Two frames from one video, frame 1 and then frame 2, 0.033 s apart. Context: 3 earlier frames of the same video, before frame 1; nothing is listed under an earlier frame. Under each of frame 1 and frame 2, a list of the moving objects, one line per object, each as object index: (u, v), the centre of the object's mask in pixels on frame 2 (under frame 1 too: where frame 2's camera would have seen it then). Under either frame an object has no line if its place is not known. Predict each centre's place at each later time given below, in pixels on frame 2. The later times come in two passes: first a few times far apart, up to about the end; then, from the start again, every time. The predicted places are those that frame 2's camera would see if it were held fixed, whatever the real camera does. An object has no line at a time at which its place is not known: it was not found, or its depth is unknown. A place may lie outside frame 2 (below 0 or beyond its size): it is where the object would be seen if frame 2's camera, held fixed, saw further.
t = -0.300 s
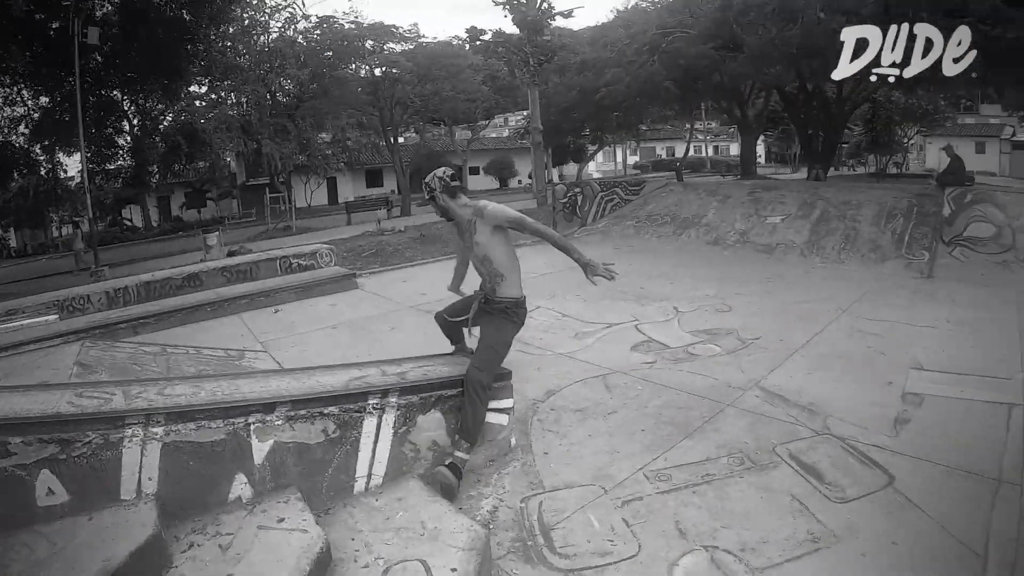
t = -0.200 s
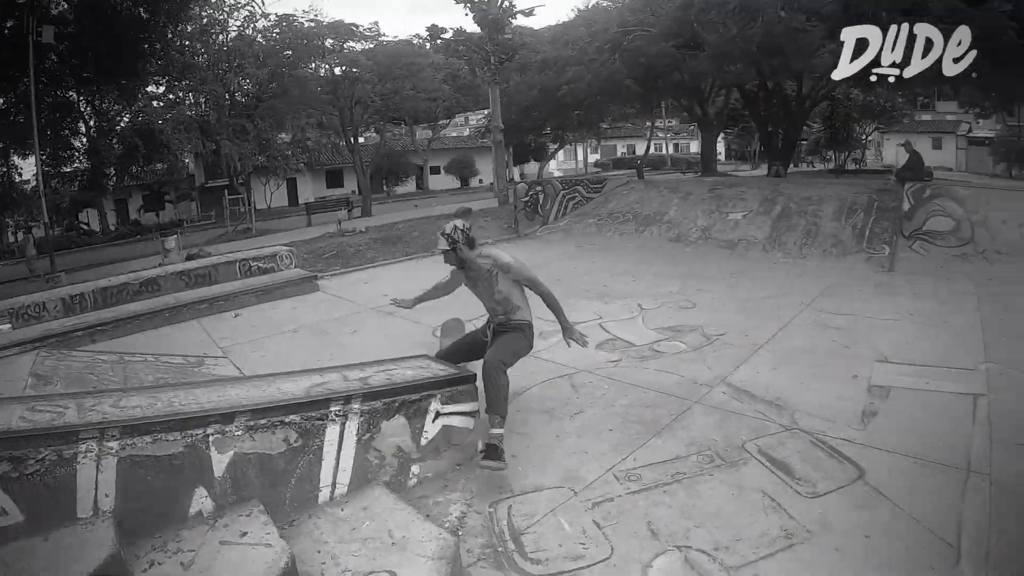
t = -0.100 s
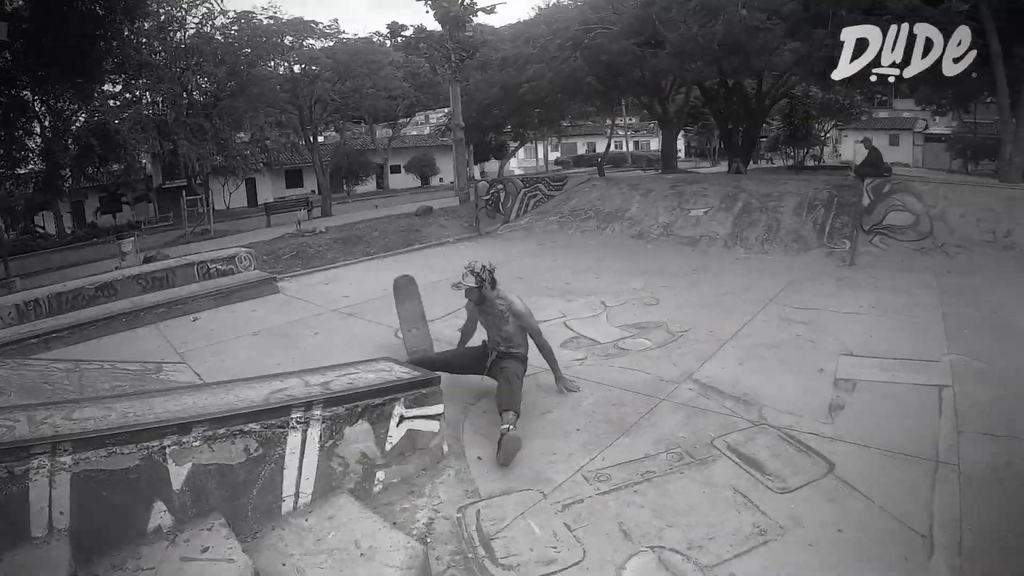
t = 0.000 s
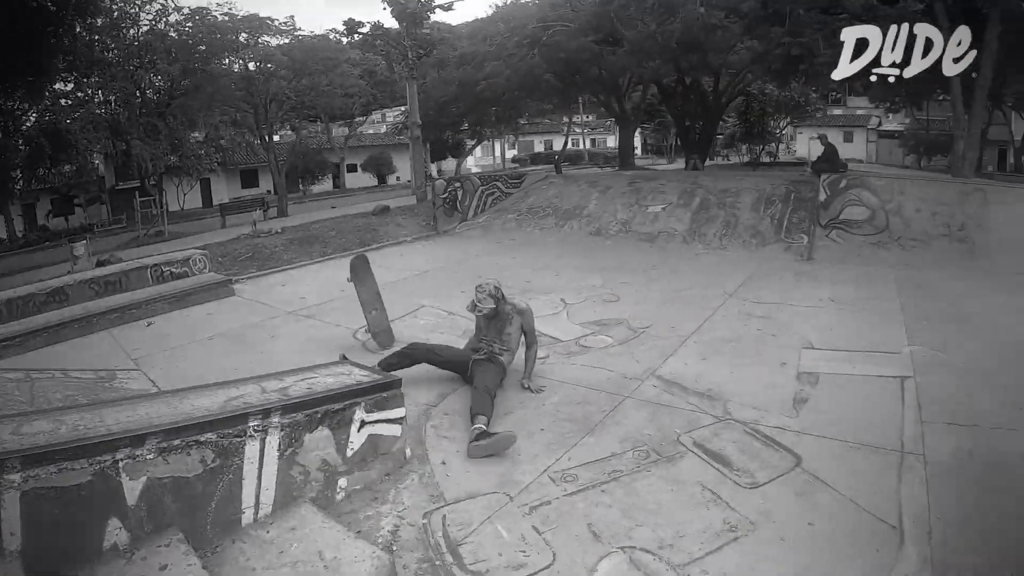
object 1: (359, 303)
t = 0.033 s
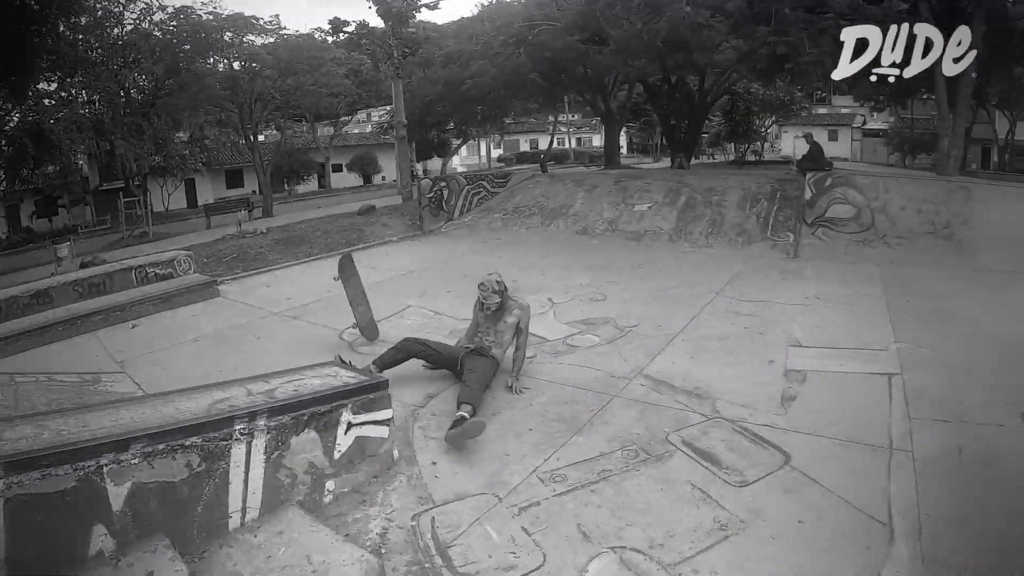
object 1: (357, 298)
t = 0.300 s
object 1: (354, 306)
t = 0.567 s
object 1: (347, 300)
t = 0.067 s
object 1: (356, 296)
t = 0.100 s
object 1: (354, 294)
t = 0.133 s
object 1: (353, 293)
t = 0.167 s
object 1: (352, 292)
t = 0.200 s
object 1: (351, 293)
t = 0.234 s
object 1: (352, 298)
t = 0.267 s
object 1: (353, 302)
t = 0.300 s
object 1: (354, 306)
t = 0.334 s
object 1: (353, 308)
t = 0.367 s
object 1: (351, 308)
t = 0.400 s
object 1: (350, 306)
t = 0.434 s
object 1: (349, 304)
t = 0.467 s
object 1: (348, 302)
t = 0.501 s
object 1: (347, 301)
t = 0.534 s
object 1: (347, 300)
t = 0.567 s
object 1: (347, 300)
